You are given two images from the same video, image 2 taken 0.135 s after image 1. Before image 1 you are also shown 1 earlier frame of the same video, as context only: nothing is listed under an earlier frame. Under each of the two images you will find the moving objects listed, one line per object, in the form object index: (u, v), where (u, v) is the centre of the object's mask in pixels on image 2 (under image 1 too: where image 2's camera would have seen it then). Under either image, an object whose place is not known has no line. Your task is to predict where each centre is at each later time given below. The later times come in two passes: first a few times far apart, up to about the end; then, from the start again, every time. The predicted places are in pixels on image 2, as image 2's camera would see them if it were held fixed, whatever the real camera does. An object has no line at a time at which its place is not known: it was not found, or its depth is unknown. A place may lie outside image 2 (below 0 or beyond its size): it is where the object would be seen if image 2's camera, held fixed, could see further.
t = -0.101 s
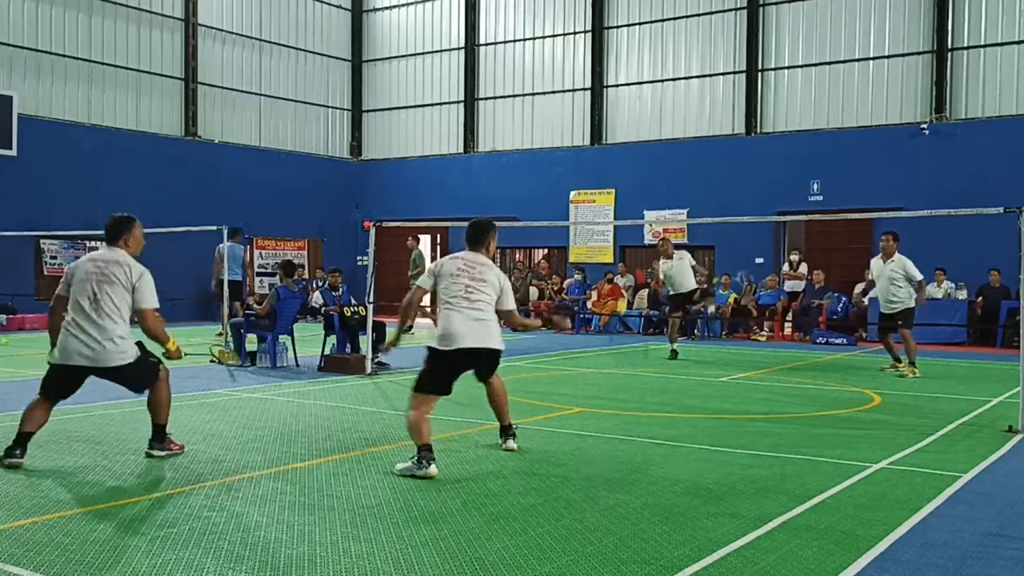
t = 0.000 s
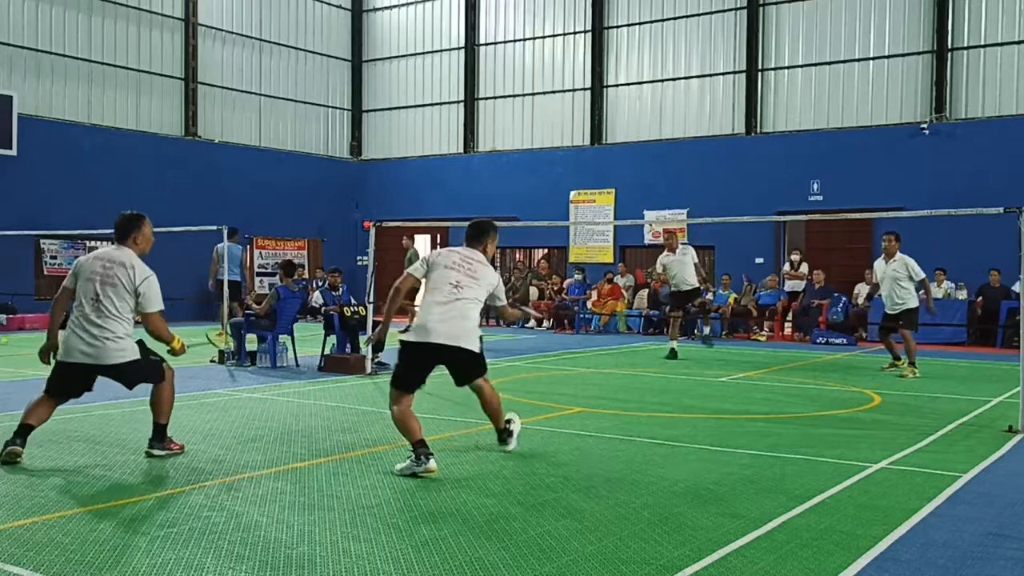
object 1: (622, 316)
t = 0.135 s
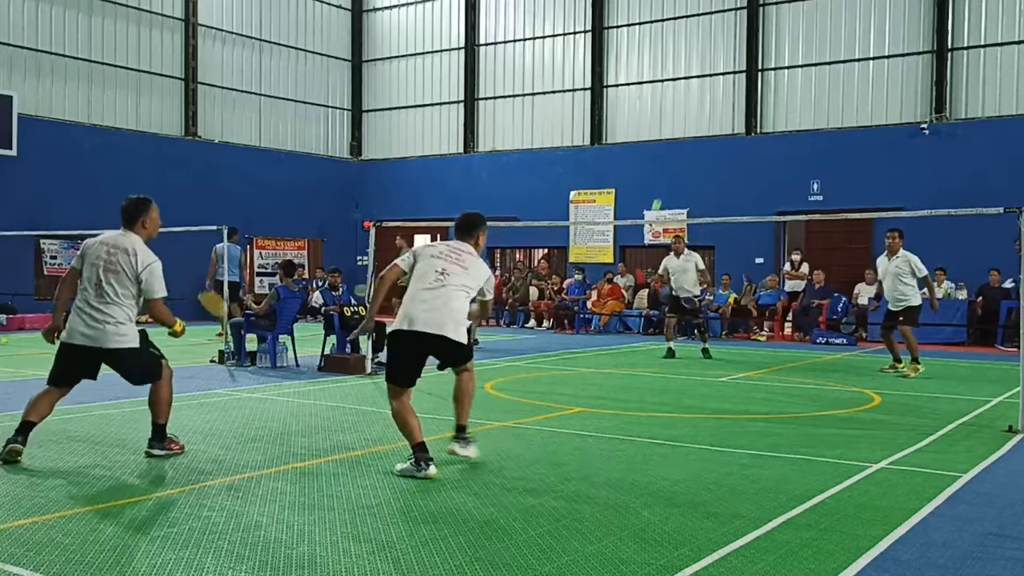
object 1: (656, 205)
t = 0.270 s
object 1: (676, 162)
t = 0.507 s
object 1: (693, 154)
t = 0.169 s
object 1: (662, 191)
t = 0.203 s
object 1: (668, 179)
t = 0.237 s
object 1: (672, 170)
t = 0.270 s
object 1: (676, 162)
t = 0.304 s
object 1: (679, 157)
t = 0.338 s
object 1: (681, 153)
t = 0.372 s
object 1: (684, 151)
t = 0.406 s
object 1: (687, 151)
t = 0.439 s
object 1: (689, 151)
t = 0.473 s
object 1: (691, 152)
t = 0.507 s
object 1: (693, 154)
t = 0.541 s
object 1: (695, 158)
